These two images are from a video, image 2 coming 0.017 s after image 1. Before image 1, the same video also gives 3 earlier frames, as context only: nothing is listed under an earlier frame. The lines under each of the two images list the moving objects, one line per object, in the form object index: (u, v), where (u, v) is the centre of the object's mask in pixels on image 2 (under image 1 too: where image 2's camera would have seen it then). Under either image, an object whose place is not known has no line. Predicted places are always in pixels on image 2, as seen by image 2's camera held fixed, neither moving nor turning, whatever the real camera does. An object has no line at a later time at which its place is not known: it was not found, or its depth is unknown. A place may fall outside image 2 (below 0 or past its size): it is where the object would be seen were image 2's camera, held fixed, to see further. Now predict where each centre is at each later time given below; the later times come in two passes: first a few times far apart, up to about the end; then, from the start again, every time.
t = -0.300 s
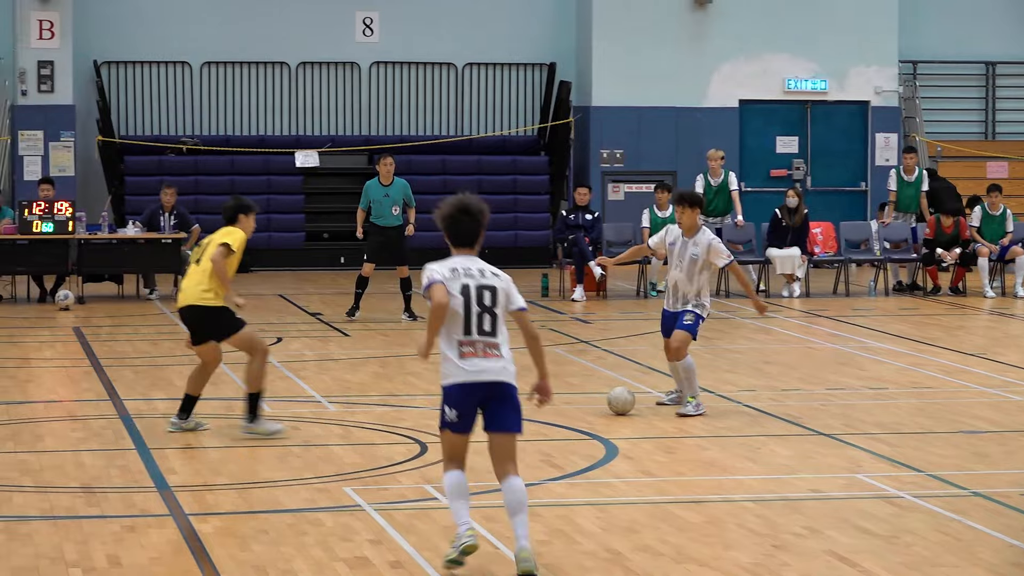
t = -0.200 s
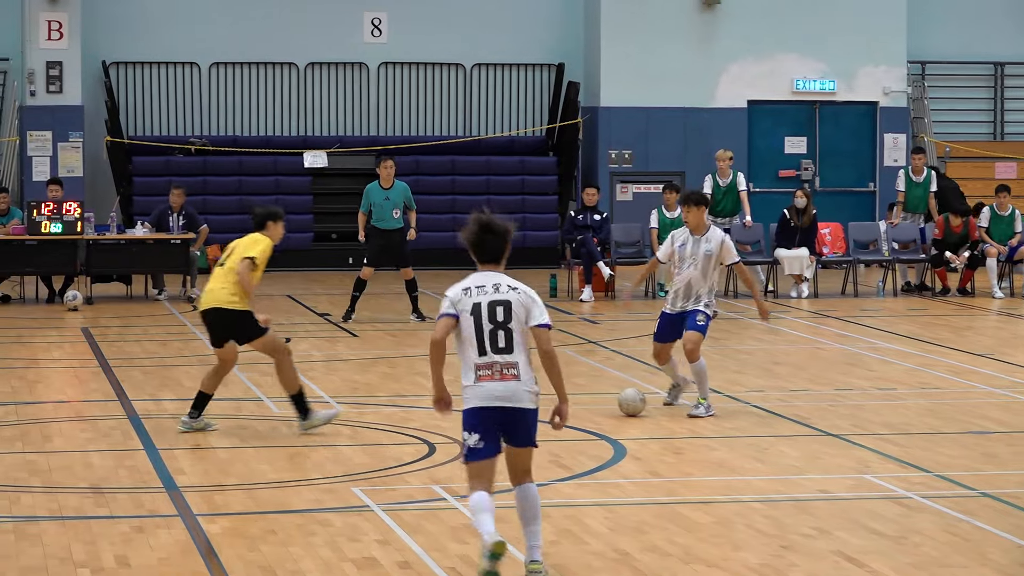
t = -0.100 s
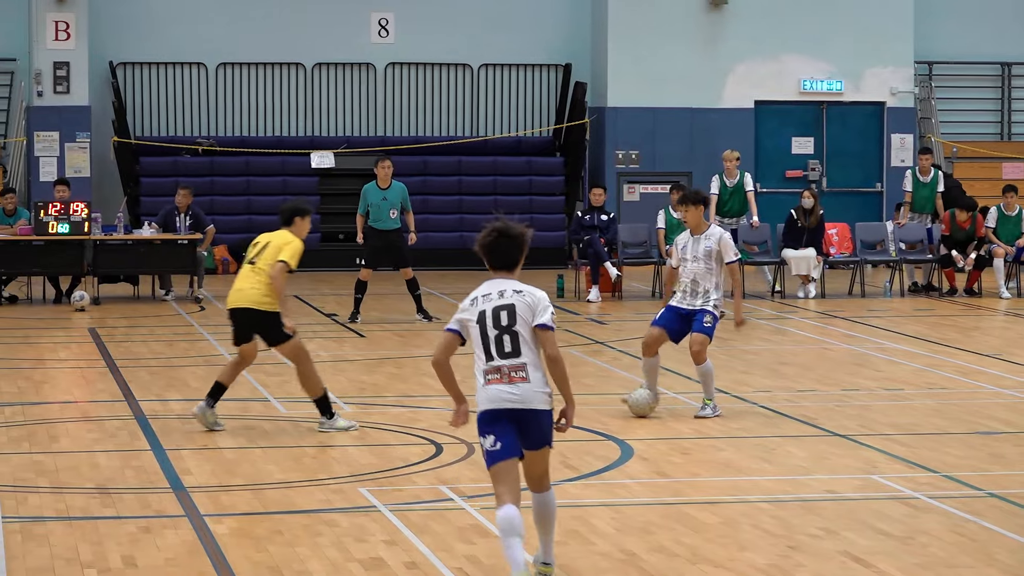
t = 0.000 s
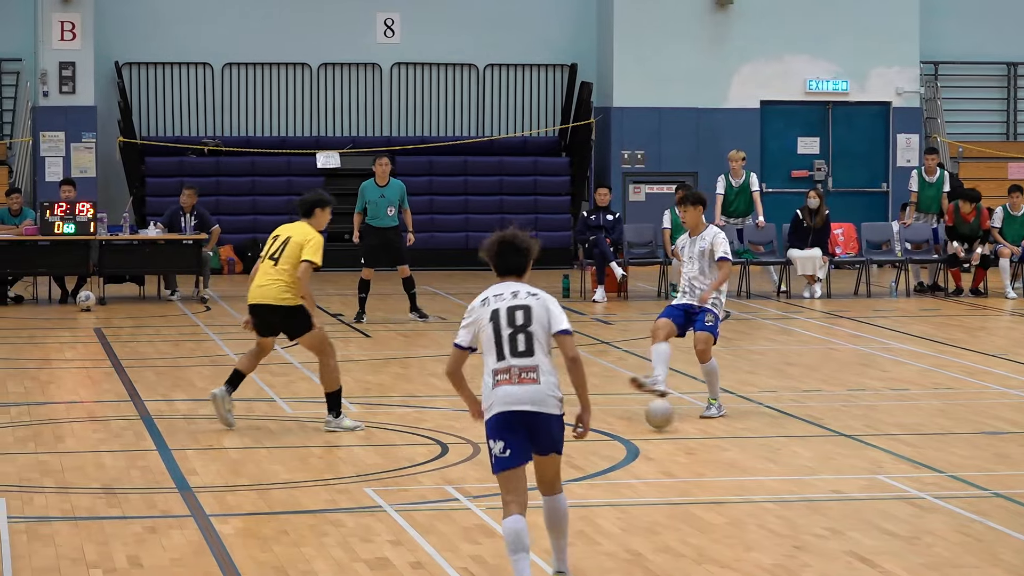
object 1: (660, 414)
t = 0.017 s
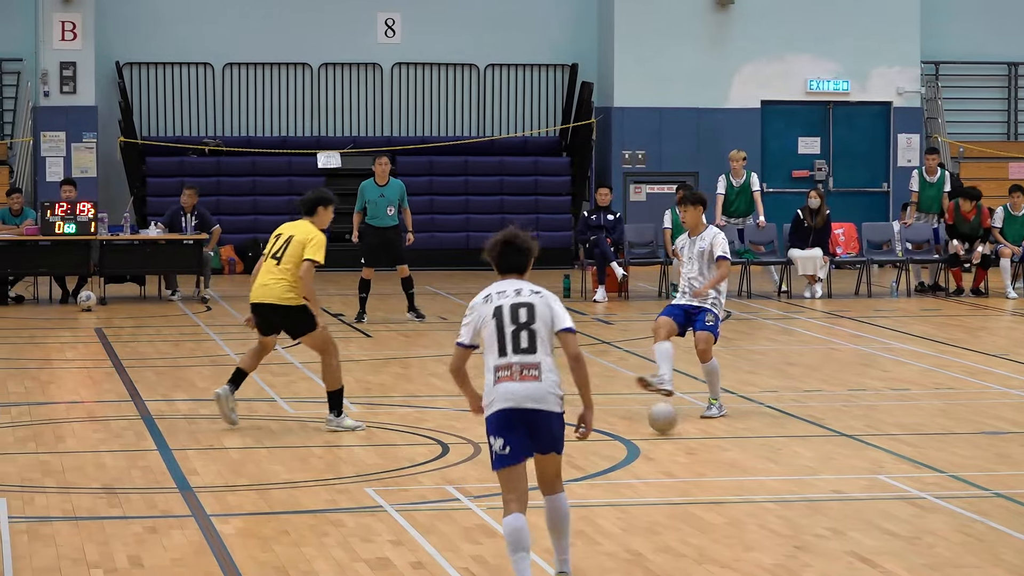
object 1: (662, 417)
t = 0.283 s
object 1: (712, 474)
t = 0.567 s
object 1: (777, 542)
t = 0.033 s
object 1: (665, 422)
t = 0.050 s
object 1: (668, 425)
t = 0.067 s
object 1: (671, 427)
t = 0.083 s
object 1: (674, 431)
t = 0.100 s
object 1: (677, 434)
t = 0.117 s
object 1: (679, 437)
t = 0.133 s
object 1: (683, 441)
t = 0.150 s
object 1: (686, 444)
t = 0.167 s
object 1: (689, 447)
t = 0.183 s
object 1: (692, 451)
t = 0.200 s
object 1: (695, 456)
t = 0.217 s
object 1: (698, 458)
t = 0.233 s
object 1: (702, 462)
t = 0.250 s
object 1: (705, 466)
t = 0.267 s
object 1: (709, 470)
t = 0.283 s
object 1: (712, 474)
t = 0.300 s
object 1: (715, 477)
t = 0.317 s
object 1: (719, 481)
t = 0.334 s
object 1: (722, 485)
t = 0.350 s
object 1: (726, 489)
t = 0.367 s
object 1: (730, 492)
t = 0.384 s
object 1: (734, 497)
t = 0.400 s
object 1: (737, 500)
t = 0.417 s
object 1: (741, 504)
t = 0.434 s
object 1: (745, 509)
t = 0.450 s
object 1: (748, 512)
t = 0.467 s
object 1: (753, 516)
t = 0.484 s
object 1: (756, 520)
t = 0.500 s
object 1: (760, 524)
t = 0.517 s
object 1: (764, 528)
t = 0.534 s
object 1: (769, 533)
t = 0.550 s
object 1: (773, 537)
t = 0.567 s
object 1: (777, 542)
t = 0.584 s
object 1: (781, 546)
